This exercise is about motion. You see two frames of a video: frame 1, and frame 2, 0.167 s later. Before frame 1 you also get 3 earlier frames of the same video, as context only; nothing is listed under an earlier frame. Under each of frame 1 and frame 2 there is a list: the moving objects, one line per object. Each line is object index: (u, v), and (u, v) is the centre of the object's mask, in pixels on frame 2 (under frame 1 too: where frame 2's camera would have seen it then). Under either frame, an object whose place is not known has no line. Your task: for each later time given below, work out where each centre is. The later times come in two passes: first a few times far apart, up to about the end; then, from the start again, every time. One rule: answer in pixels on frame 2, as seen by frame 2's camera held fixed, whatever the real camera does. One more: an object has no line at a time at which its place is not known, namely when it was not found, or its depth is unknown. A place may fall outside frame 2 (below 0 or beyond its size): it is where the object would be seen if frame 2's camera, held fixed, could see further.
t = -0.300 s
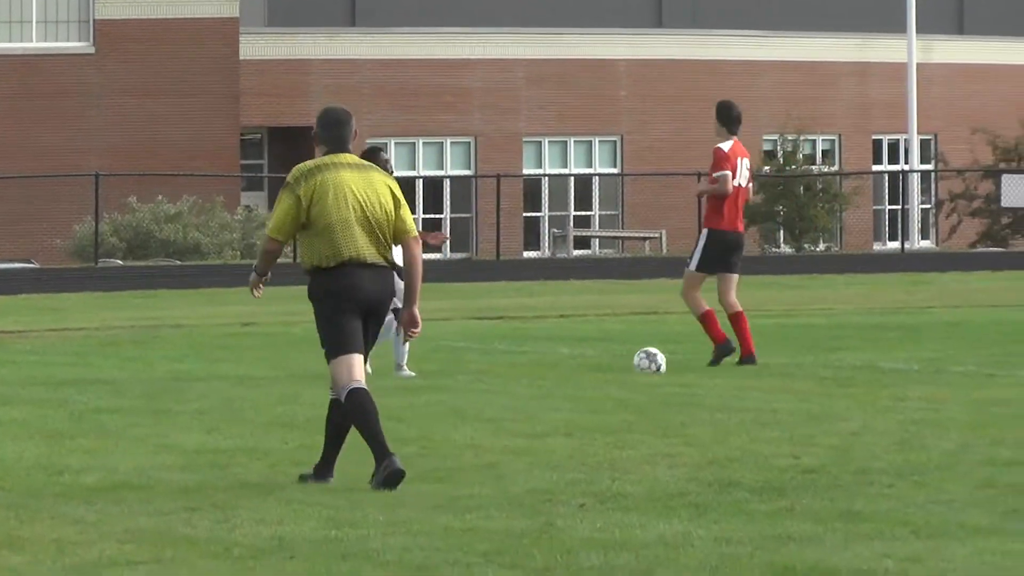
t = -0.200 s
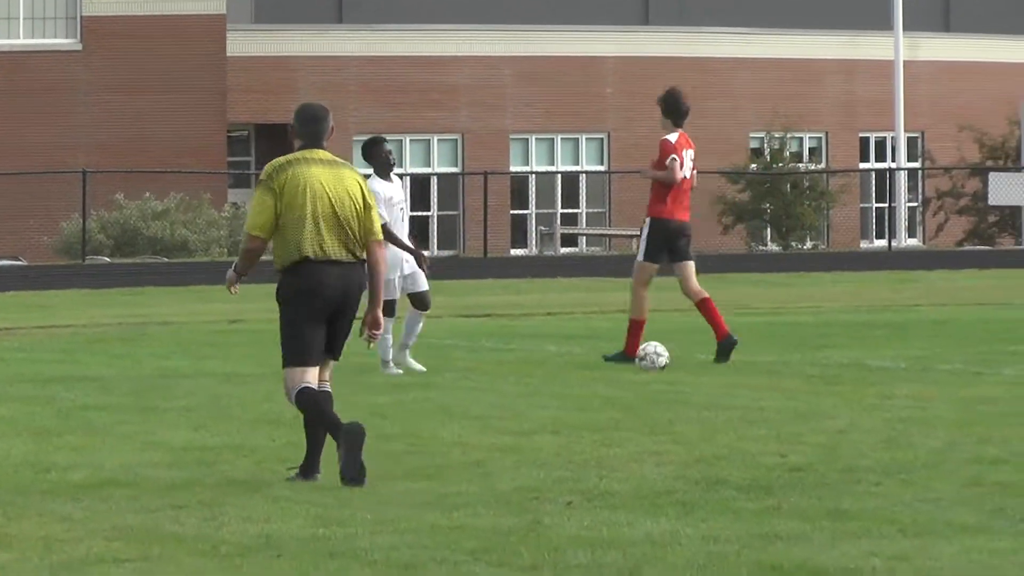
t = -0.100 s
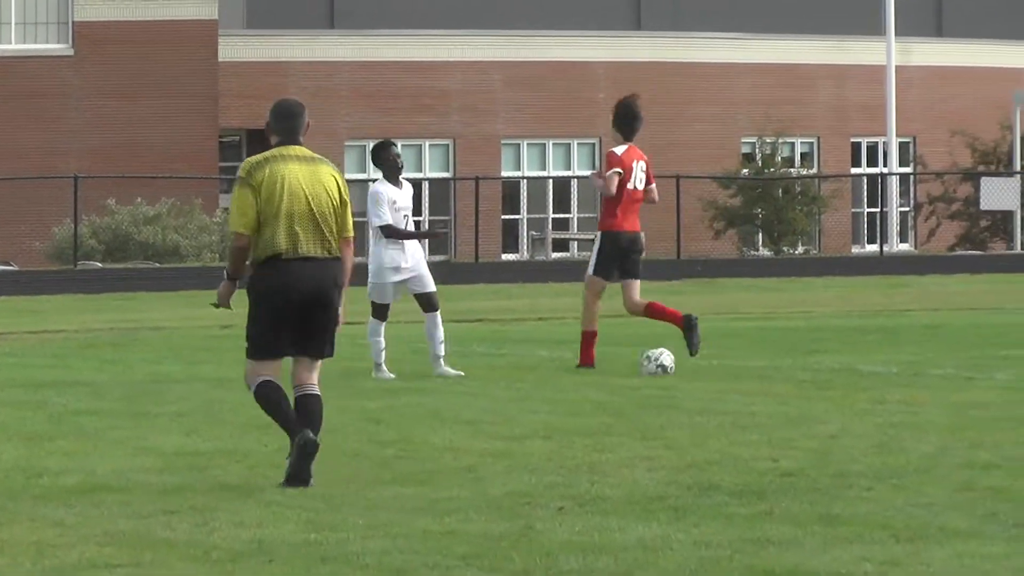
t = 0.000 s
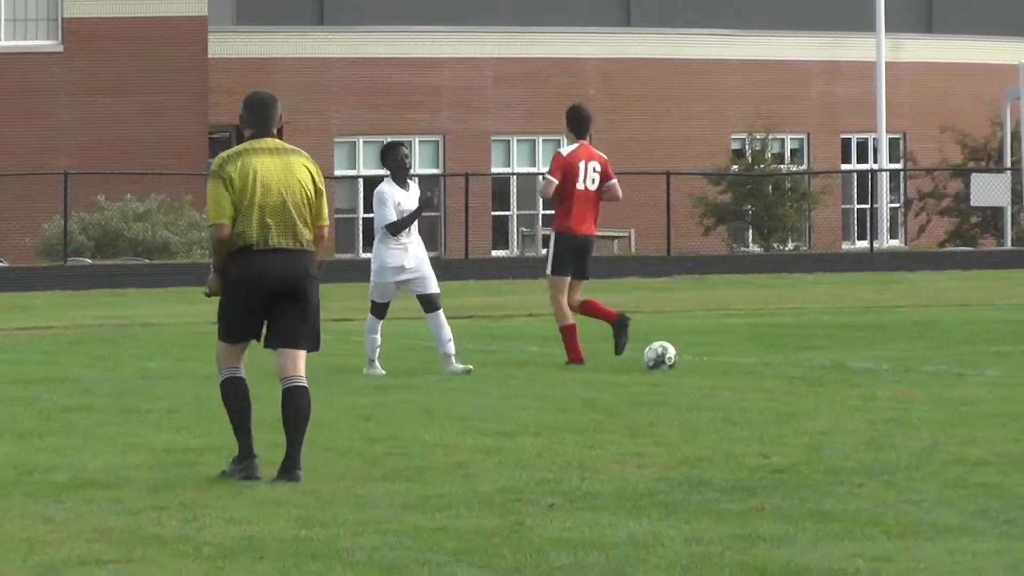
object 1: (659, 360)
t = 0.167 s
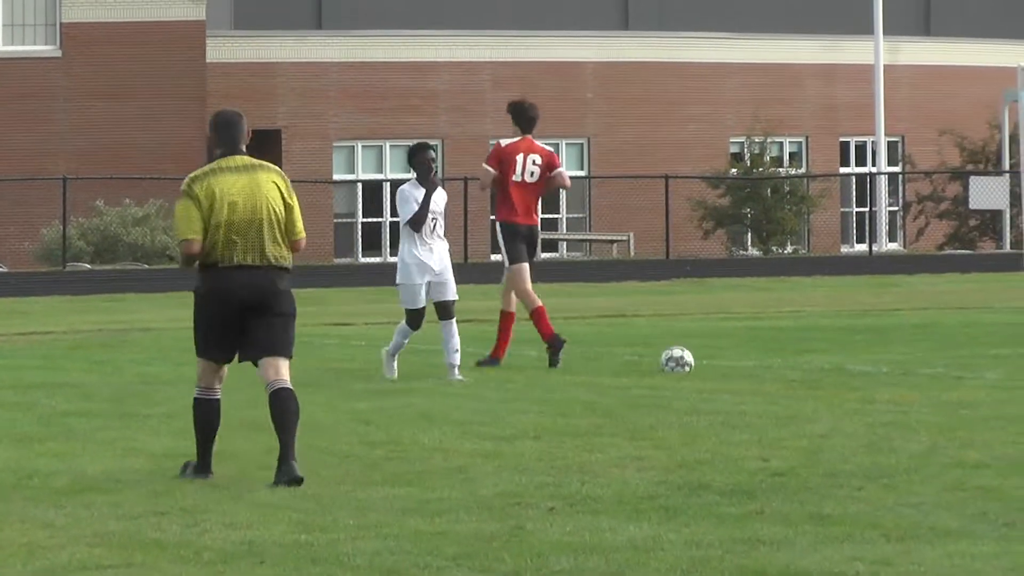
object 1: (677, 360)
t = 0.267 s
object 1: (686, 359)
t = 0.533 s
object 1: (704, 357)
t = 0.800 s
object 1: (716, 357)
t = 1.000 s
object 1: (722, 357)
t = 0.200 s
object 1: (680, 360)
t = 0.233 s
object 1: (683, 359)
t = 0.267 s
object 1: (686, 359)
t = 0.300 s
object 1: (688, 358)
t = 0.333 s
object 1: (691, 357)
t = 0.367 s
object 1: (693, 357)
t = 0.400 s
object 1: (696, 357)
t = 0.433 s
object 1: (698, 358)
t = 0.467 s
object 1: (700, 358)
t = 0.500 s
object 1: (702, 358)
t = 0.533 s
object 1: (704, 357)
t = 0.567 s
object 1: (706, 357)
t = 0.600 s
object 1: (708, 357)
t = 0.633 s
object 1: (709, 357)
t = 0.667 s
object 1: (711, 357)
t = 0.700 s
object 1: (712, 357)
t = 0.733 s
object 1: (714, 357)
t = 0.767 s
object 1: (715, 357)
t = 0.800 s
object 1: (716, 357)
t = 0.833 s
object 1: (716, 358)
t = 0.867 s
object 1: (717, 357)
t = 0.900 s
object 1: (718, 357)
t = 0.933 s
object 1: (719, 357)
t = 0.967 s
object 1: (720, 357)
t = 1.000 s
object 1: (722, 357)
